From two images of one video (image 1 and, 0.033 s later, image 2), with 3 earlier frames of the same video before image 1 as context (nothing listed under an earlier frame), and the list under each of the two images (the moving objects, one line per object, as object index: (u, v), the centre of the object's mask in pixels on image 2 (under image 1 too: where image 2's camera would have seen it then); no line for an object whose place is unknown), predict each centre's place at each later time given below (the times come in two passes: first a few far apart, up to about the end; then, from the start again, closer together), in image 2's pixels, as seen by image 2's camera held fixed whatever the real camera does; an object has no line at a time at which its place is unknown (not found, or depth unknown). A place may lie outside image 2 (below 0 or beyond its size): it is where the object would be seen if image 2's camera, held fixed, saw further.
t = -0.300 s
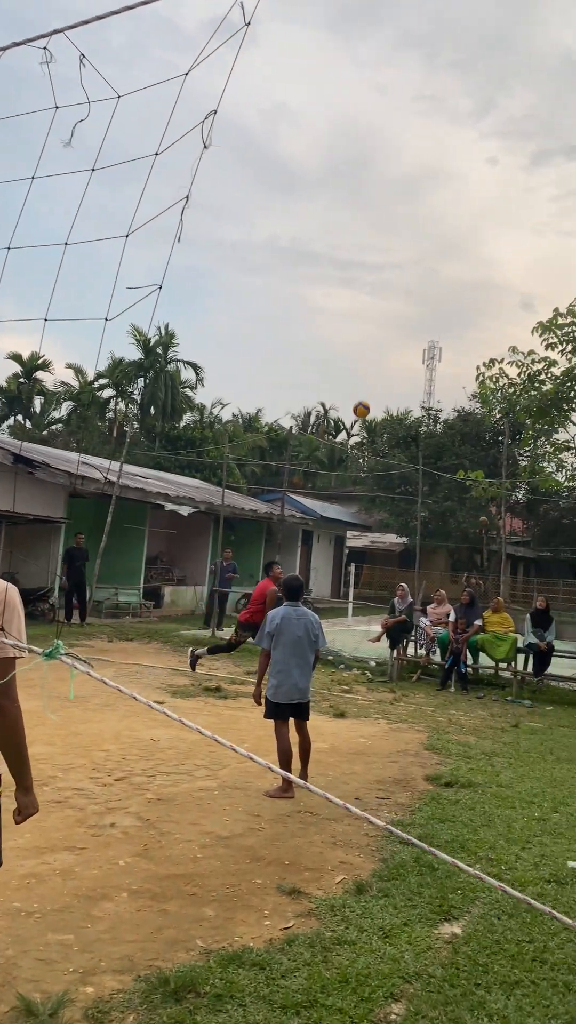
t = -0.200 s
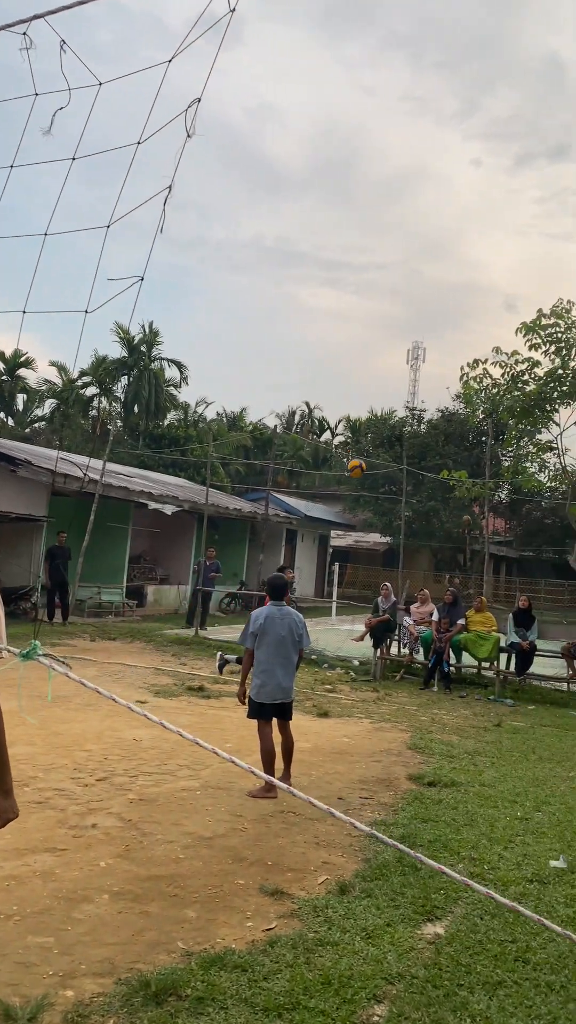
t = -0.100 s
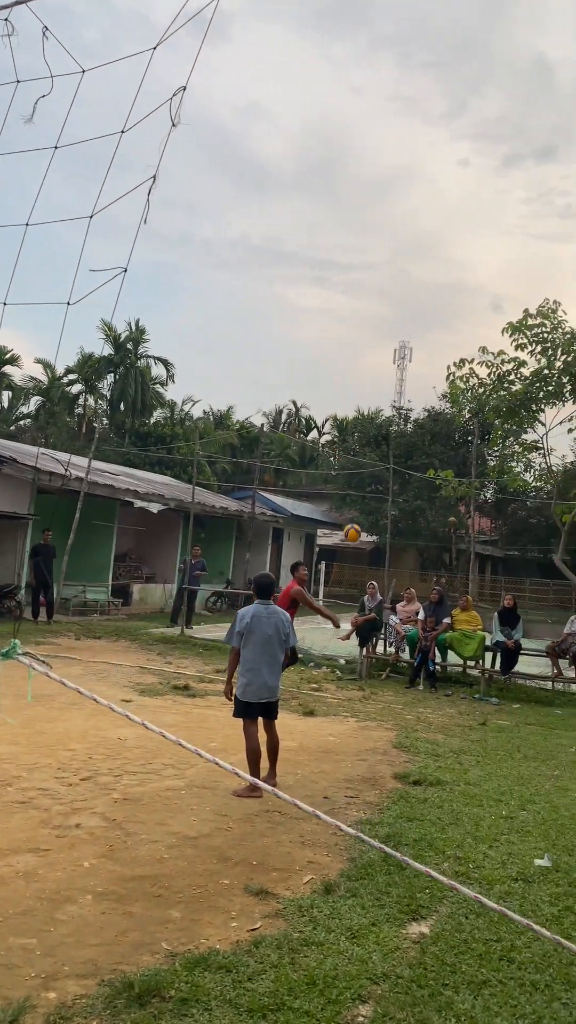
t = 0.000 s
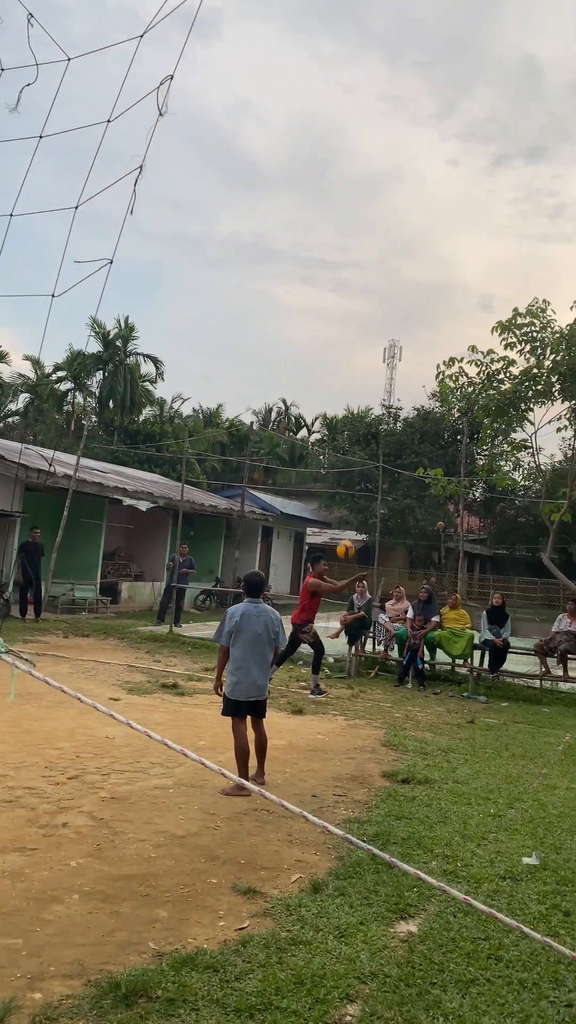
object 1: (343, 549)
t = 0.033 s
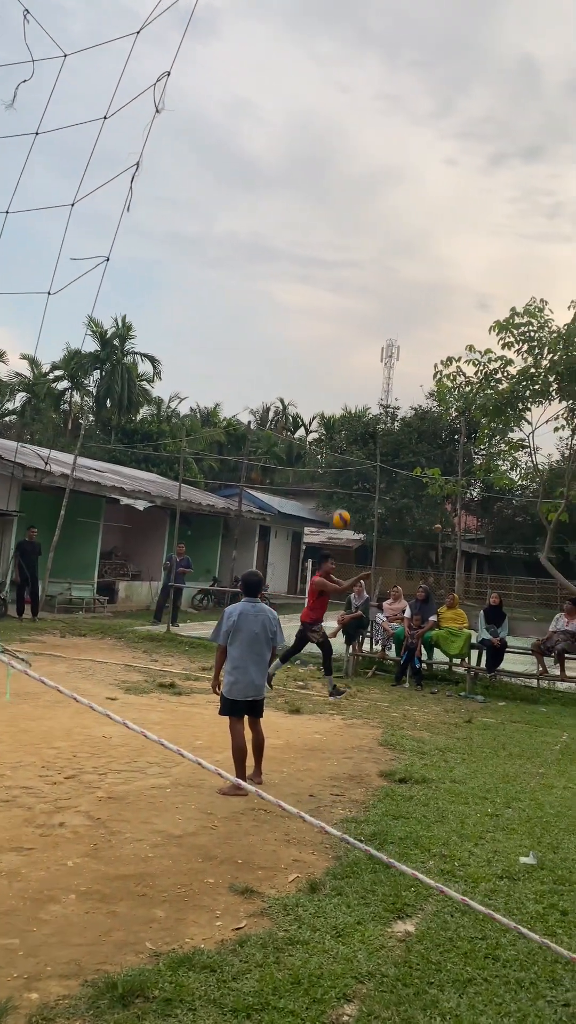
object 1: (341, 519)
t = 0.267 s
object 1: (321, 317)
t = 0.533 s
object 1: (289, 165)
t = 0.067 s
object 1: (338, 475)
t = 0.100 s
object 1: (337, 460)
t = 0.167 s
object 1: (330, 393)
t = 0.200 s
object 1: (329, 380)
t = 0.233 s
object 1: (326, 354)
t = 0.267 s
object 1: (321, 317)
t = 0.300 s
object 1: (319, 305)
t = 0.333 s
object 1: (315, 282)
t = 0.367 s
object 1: (309, 249)
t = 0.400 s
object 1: (307, 239)
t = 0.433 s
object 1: (303, 219)
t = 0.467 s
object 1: (299, 200)
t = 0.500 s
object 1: (294, 182)
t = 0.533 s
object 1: (289, 165)
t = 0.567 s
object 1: (284, 148)
